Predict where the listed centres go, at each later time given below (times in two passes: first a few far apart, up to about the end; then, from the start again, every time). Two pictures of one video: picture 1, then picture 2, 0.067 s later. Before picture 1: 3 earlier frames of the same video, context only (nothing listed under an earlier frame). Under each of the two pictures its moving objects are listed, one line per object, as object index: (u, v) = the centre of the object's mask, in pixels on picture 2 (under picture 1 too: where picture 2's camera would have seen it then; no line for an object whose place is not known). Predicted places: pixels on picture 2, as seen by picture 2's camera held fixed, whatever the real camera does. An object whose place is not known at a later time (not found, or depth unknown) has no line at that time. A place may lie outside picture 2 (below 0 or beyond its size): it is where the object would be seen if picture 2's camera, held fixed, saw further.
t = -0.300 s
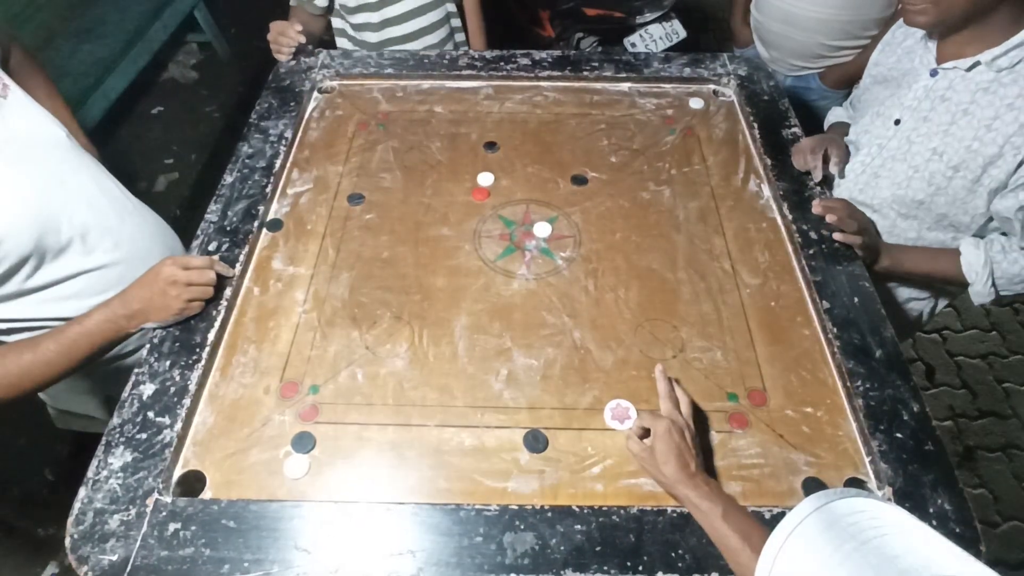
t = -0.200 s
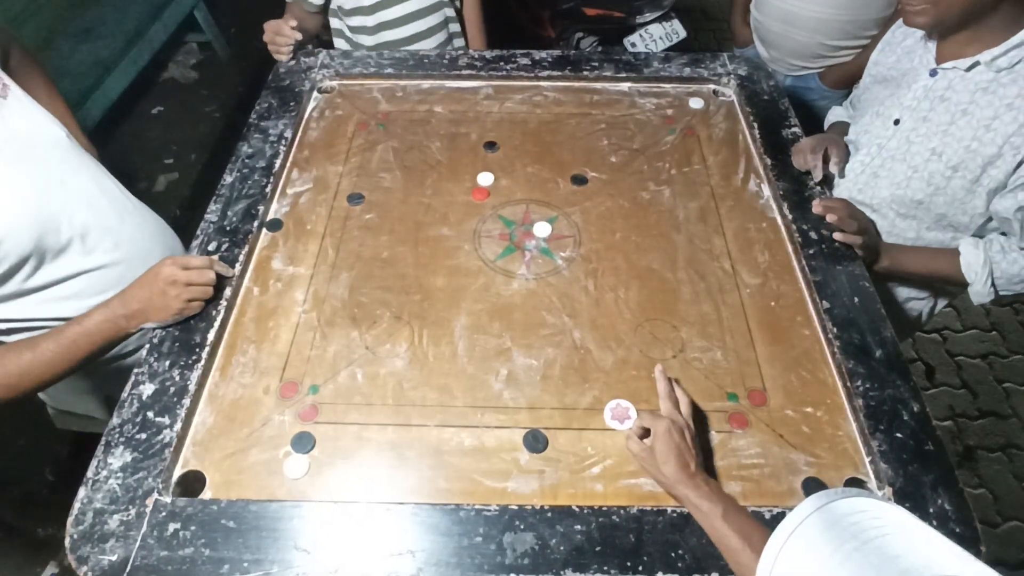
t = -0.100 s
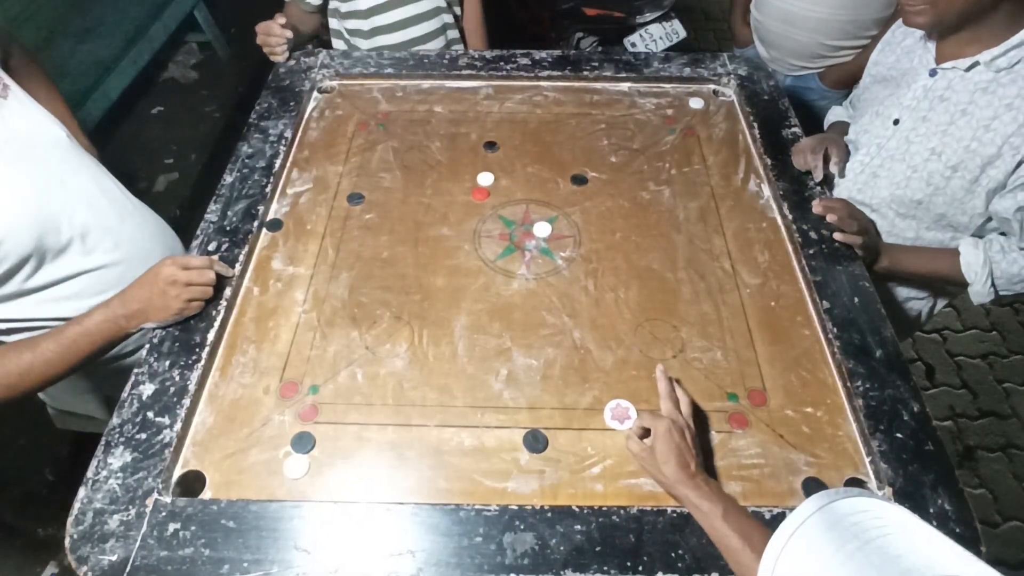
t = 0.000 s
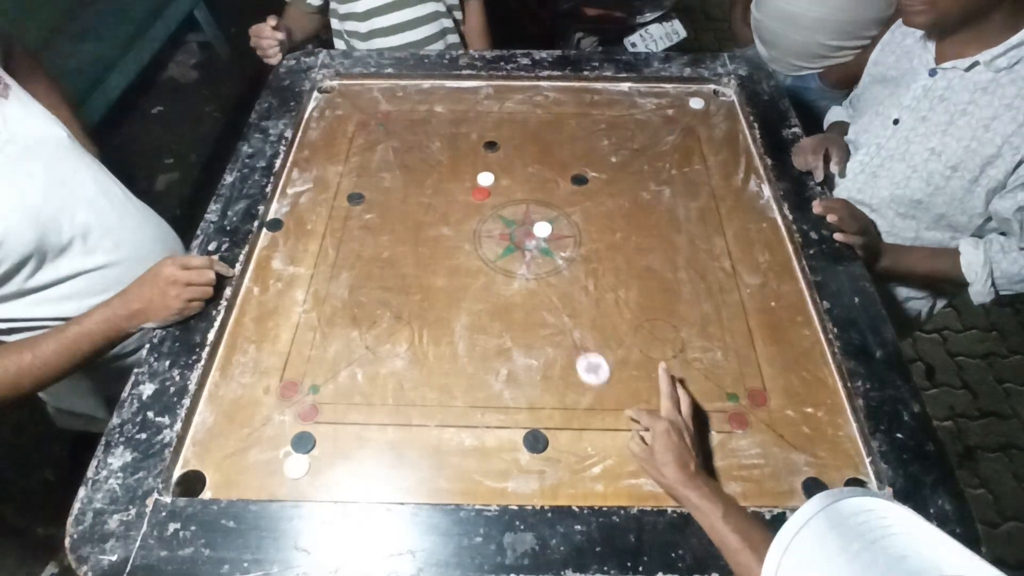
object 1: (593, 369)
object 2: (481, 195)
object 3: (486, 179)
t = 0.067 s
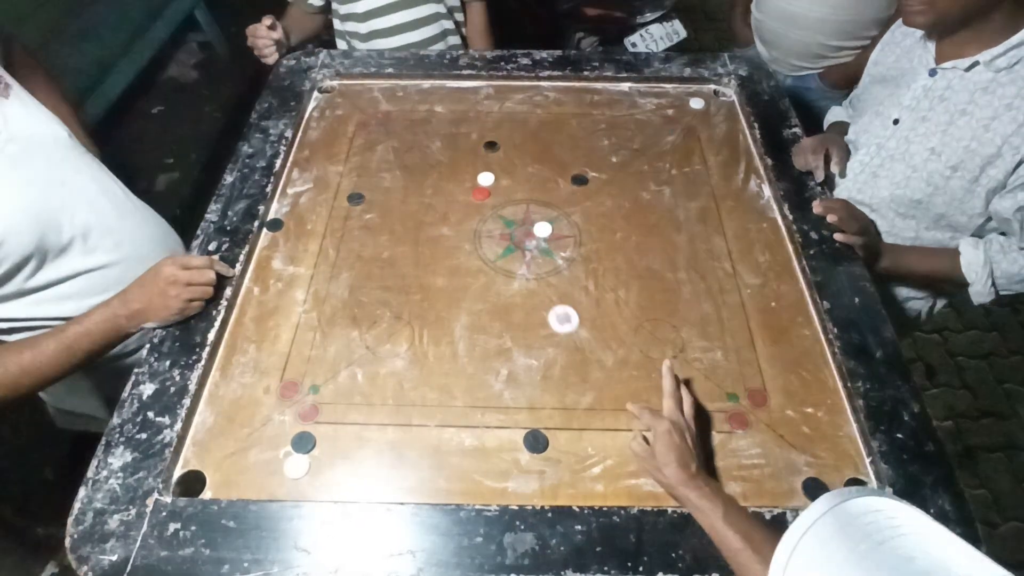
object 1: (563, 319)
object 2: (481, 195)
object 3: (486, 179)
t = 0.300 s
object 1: (494, 199)
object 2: (471, 185)
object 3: (486, 179)
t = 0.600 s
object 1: (499, 173)
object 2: (373, 109)
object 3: (466, 148)
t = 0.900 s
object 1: (498, 170)
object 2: (336, 86)
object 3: (466, 148)
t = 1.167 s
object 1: (498, 169)
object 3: (466, 148)
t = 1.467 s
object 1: (498, 169)
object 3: (466, 148)
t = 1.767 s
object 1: (498, 170)
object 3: (466, 148)
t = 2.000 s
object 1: (499, 169)
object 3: (466, 148)
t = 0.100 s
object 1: (551, 298)
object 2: (481, 193)
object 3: (485, 179)
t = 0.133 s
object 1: (538, 277)
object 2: (481, 193)
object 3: (486, 179)
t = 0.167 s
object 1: (526, 259)
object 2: (481, 193)
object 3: (486, 179)
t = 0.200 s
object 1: (517, 241)
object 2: (481, 193)
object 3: (486, 179)
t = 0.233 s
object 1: (507, 225)
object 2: (481, 193)
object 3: (486, 179)
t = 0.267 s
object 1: (497, 209)
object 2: (481, 194)
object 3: (486, 179)
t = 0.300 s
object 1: (494, 199)
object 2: (471, 185)
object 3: (486, 179)
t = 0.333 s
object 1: (493, 193)
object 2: (456, 173)
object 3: (485, 178)
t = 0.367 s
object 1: (495, 189)
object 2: (442, 163)
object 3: (482, 172)
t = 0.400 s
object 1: (496, 185)
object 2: (430, 153)
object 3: (478, 166)
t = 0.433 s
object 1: (497, 183)
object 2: (417, 143)
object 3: (475, 161)
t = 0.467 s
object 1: (498, 180)
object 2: (407, 135)
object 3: (472, 157)
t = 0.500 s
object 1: (498, 178)
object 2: (400, 128)
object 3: (470, 154)
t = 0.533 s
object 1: (499, 176)
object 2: (389, 119)
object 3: (468, 151)
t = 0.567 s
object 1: (499, 174)
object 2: (381, 114)
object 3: (467, 150)
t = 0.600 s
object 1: (499, 173)
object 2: (373, 109)
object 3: (466, 148)
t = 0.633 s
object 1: (499, 172)
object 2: (367, 104)
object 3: (466, 148)
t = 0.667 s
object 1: (499, 171)
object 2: (361, 98)
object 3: (466, 148)
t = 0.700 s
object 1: (499, 170)
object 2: (355, 92)
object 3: (466, 148)
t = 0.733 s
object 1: (499, 170)
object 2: (349, 90)
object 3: (466, 148)
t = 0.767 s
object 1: (499, 170)
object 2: (346, 87)
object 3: (466, 148)
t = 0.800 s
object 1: (499, 170)
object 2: (341, 85)
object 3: (466, 148)
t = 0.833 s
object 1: (498, 170)
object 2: (338, 86)
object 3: (466, 148)
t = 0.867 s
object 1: (499, 170)
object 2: (336, 86)
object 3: (466, 148)
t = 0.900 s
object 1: (498, 170)
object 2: (336, 86)
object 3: (466, 148)
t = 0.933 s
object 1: (498, 169)
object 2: (335, 86)
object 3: (466, 148)
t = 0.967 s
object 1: (498, 169)
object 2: (335, 86)
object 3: (466, 148)
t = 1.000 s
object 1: (498, 169)
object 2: (335, 86)
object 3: (466, 147)
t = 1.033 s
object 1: (498, 169)
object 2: (334, 86)
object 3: (466, 148)
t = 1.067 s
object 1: (498, 169)
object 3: (466, 148)
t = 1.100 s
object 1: (498, 169)
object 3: (466, 148)
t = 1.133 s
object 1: (498, 169)
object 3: (466, 148)
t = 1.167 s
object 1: (498, 169)
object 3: (466, 148)
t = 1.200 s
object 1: (498, 169)
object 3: (466, 148)
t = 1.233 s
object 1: (498, 169)
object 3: (466, 148)
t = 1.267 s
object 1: (498, 169)
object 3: (466, 148)
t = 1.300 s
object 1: (498, 169)
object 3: (466, 148)
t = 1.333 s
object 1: (498, 170)
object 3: (466, 148)
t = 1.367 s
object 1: (498, 169)
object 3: (466, 148)
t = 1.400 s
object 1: (498, 169)
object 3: (466, 148)
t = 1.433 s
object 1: (498, 169)
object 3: (466, 148)
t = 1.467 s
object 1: (498, 169)
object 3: (466, 148)
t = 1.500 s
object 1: (498, 169)
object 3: (466, 148)
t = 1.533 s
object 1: (498, 169)
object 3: (466, 148)
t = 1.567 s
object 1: (498, 169)
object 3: (466, 148)
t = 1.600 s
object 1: (498, 169)
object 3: (466, 148)
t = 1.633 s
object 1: (498, 170)
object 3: (466, 148)
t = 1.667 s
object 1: (498, 170)
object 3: (466, 148)
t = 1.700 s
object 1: (498, 170)
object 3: (466, 148)
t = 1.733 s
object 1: (498, 170)
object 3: (466, 148)
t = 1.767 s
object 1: (498, 170)
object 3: (466, 148)
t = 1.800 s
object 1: (498, 169)
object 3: (466, 148)
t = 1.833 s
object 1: (498, 169)
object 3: (466, 148)
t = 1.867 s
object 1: (499, 169)
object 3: (466, 148)
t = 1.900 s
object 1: (498, 169)
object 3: (466, 148)
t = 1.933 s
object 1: (498, 169)
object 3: (466, 148)
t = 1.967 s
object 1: (499, 169)
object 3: (466, 148)
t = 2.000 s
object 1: (499, 169)
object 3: (466, 148)
